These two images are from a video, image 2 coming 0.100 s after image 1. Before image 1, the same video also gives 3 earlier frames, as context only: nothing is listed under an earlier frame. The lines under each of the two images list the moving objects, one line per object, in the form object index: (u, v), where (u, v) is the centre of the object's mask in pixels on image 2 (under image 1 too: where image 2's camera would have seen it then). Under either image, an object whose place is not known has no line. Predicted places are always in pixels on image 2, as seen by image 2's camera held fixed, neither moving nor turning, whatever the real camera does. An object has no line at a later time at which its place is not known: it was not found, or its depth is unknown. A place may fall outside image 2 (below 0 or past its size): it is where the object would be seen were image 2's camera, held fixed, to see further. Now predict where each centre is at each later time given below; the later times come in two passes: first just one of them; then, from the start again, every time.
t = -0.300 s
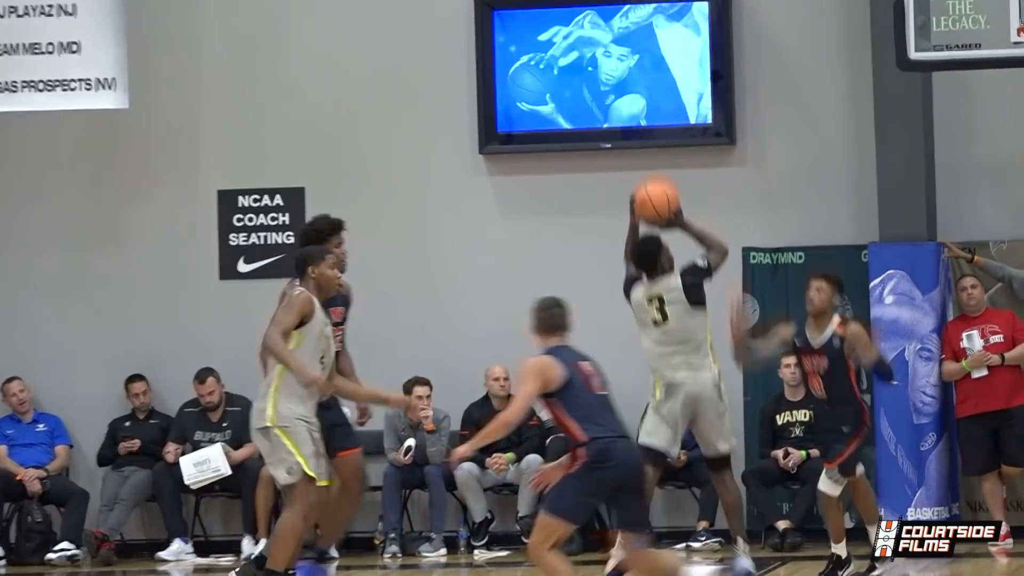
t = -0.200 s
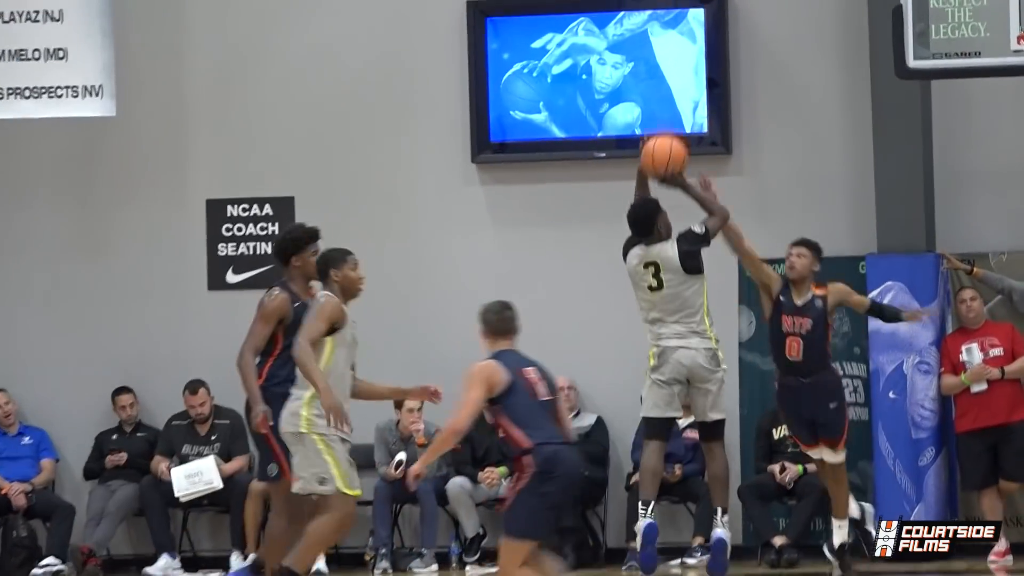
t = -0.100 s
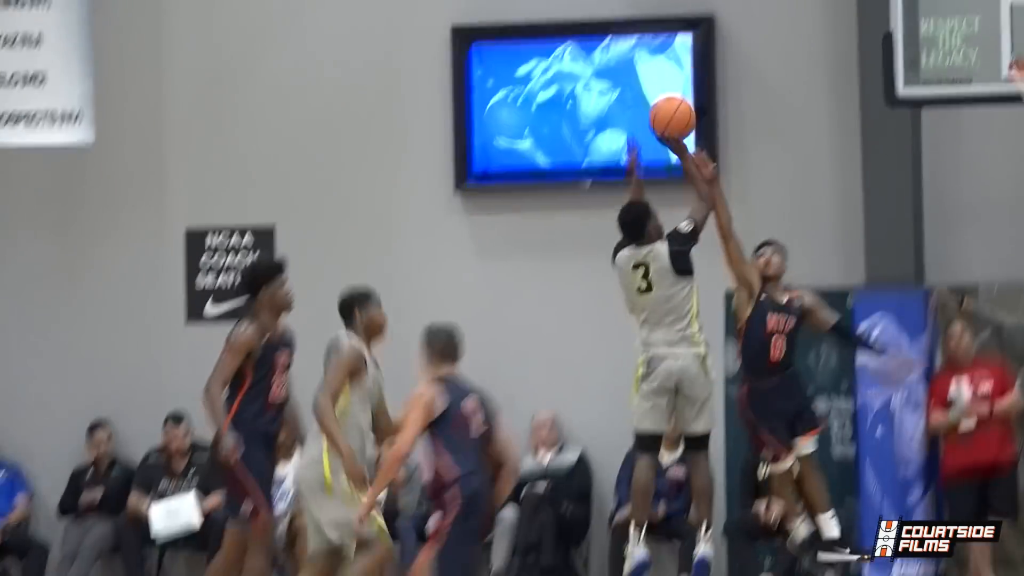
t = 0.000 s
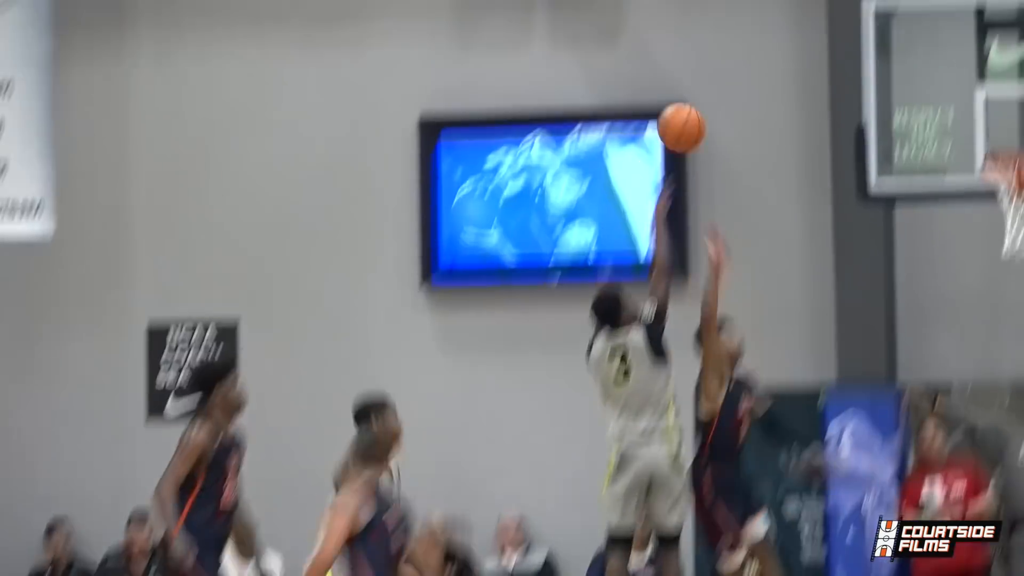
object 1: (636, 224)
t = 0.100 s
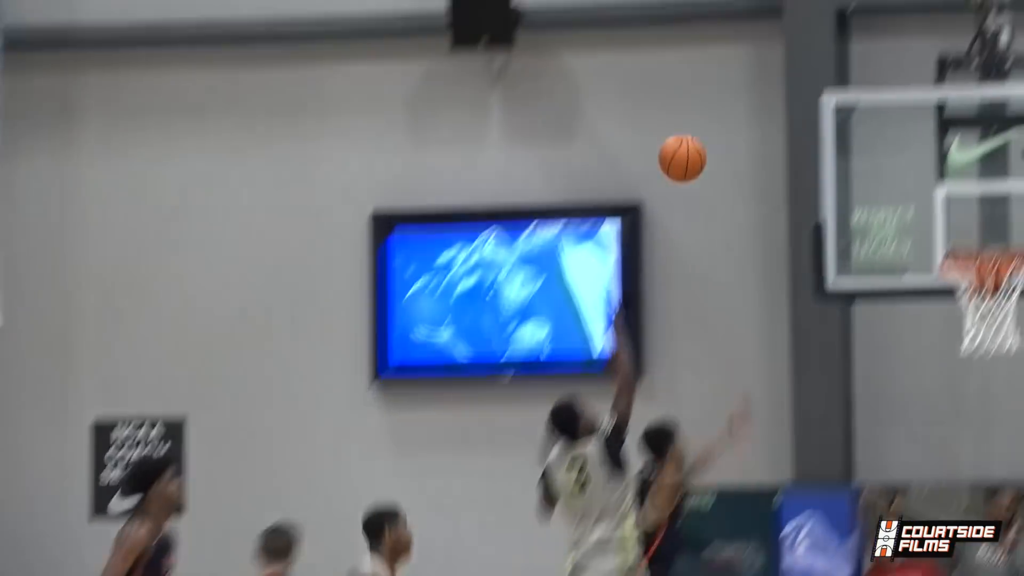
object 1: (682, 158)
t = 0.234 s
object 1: (739, 107)
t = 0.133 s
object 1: (698, 142)
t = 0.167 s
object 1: (712, 127)
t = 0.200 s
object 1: (725, 117)
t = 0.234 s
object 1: (739, 107)
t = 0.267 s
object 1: (752, 98)
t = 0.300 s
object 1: (766, 93)
